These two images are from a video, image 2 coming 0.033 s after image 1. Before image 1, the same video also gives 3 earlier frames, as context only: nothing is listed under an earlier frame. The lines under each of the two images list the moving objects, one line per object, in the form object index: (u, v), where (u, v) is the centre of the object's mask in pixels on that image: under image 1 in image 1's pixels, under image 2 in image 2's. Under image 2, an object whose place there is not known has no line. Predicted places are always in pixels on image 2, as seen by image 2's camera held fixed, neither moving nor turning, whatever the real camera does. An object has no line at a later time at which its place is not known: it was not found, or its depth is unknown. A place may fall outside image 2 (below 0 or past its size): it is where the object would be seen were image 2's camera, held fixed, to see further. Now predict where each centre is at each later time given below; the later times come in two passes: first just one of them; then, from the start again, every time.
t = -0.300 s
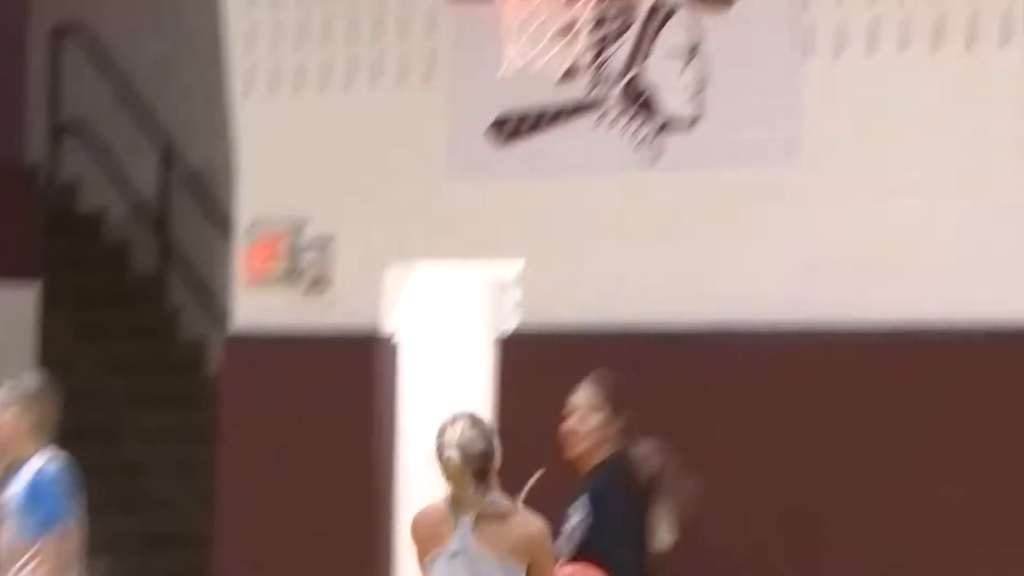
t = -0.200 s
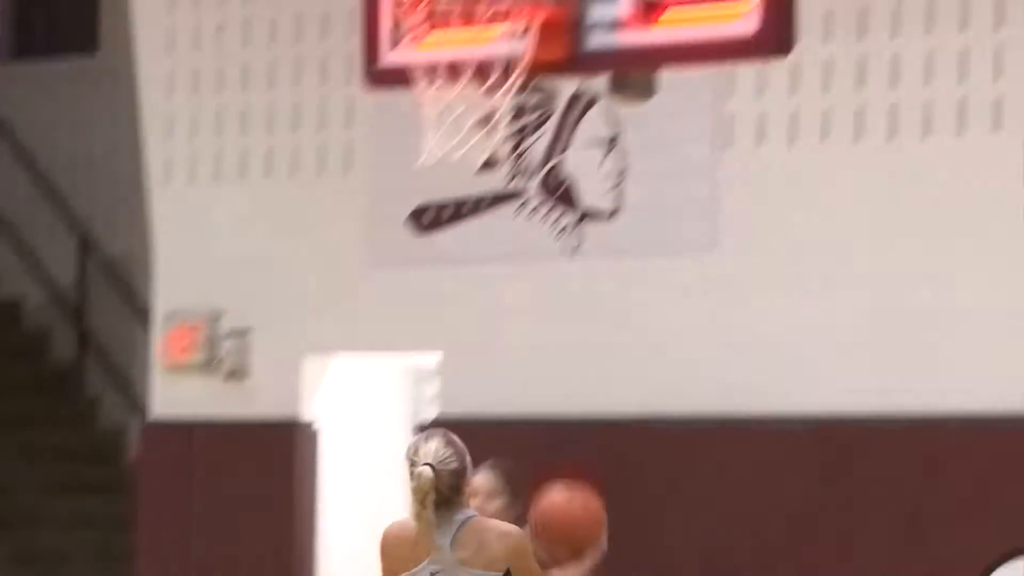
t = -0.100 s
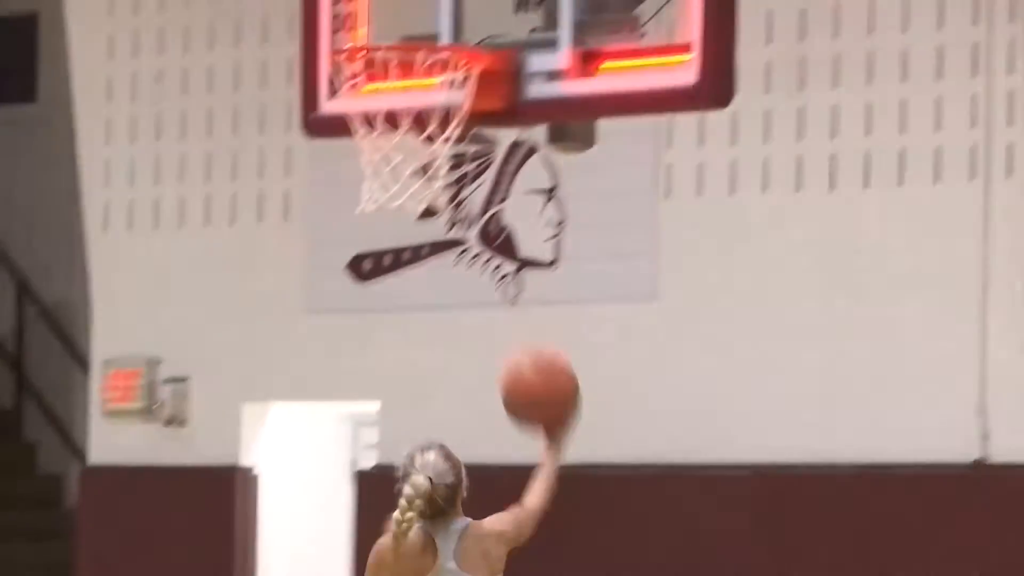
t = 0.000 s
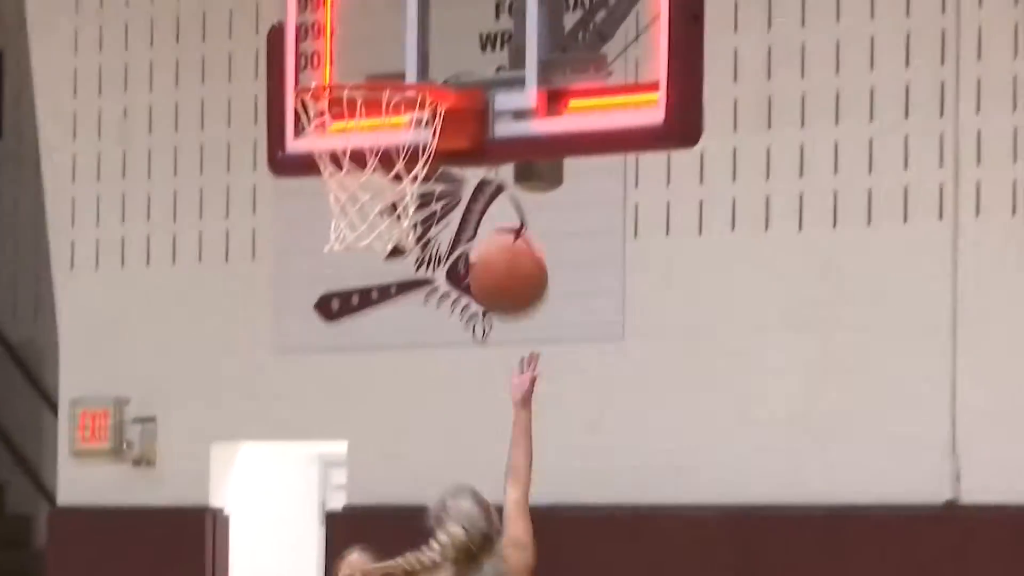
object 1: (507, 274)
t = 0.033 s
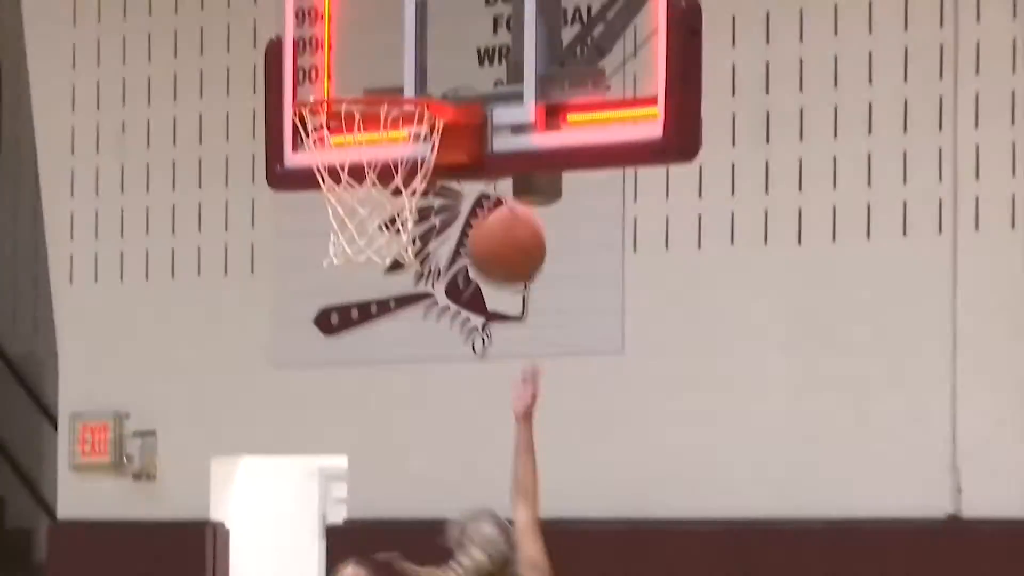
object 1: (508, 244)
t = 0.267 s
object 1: (498, 45)
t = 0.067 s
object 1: (507, 207)
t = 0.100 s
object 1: (505, 171)
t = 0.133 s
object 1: (504, 139)
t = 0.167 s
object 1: (504, 109)
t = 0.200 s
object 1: (502, 83)
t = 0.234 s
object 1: (499, 63)
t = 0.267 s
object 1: (498, 45)
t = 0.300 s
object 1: (496, 31)
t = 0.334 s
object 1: (485, 21)
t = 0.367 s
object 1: (472, 15)
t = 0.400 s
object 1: (459, 13)
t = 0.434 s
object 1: (446, 14)
